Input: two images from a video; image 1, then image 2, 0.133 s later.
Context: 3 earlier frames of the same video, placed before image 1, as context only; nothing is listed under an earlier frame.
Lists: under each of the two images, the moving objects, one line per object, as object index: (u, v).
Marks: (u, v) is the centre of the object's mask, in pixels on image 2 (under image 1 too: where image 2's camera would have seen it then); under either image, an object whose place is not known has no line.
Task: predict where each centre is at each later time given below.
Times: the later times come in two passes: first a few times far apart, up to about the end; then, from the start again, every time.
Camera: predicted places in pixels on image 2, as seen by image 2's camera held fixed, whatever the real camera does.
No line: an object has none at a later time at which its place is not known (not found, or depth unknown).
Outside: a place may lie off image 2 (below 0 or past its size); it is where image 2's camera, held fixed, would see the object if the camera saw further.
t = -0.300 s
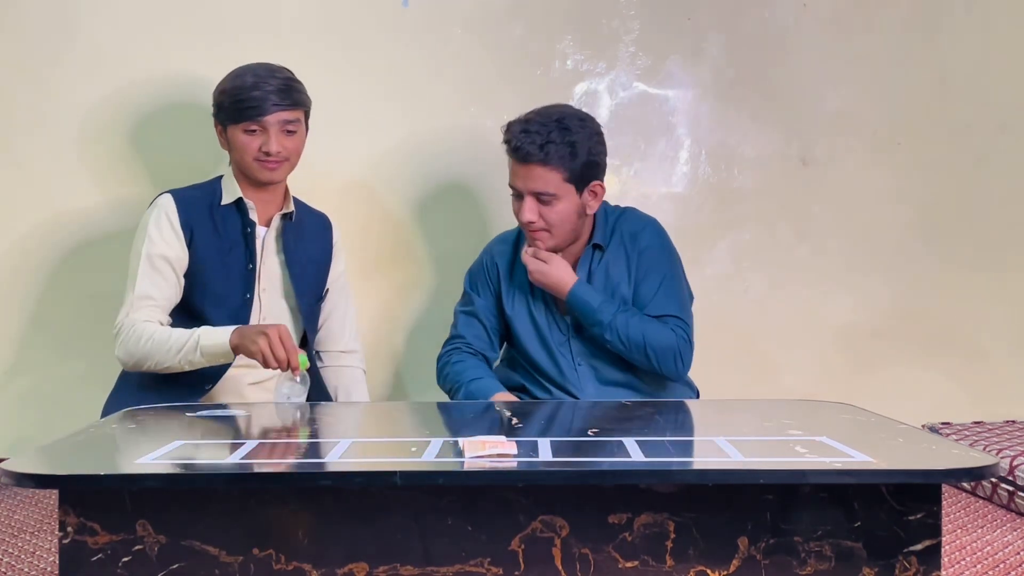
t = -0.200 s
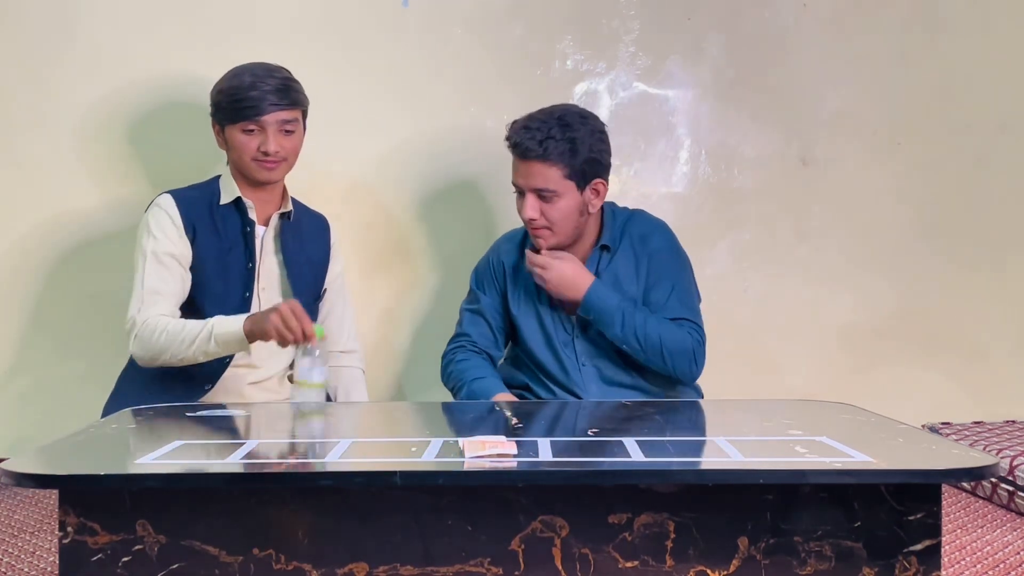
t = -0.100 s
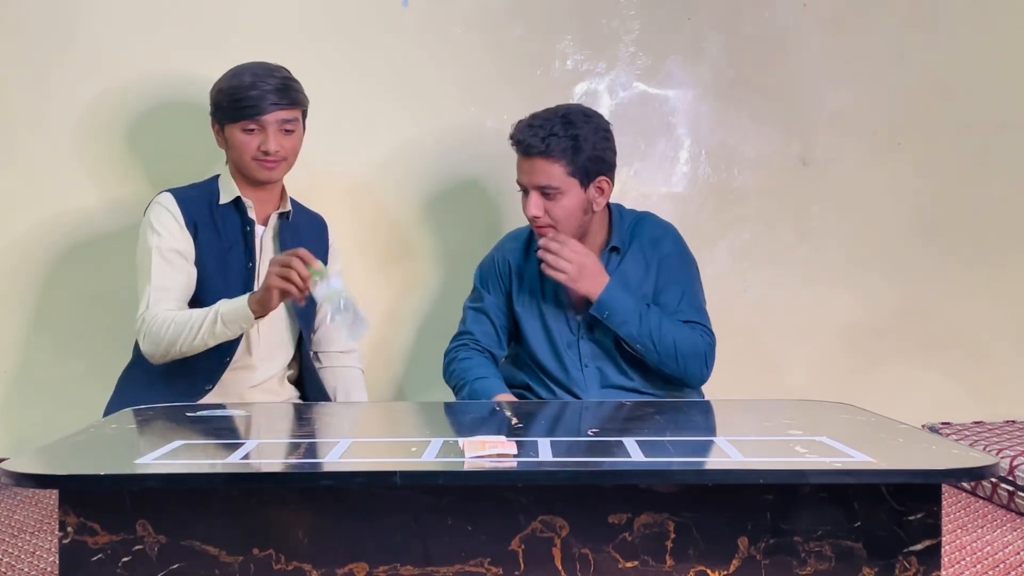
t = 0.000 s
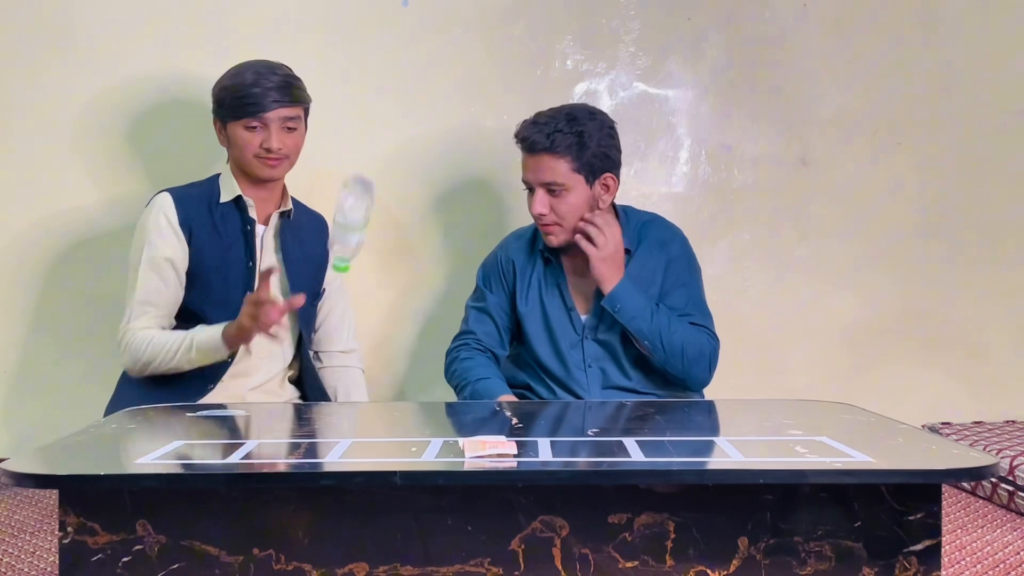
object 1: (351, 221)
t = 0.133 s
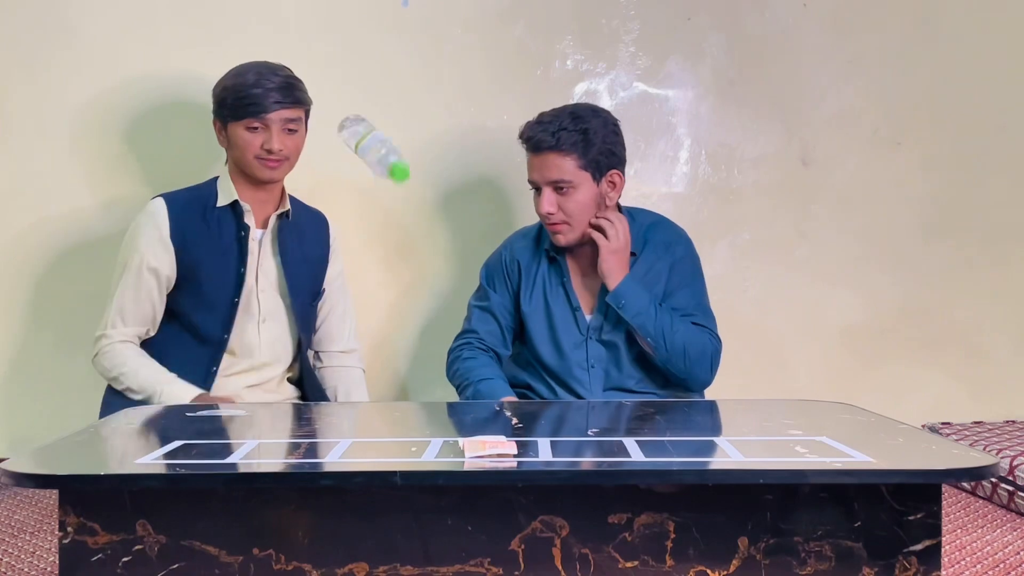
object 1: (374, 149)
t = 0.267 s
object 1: (386, 177)
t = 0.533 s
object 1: (404, 369)
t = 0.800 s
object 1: (401, 411)
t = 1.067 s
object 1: (394, 414)
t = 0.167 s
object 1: (377, 144)
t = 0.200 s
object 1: (381, 146)
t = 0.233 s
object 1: (383, 157)
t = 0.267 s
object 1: (386, 177)
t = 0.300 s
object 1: (389, 205)
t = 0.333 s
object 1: (392, 241)
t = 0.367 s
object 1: (394, 284)
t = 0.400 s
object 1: (398, 337)
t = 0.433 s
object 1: (400, 368)
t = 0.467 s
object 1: (403, 369)
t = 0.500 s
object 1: (404, 369)
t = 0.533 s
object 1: (404, 369)
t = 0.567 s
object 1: (405, 370)
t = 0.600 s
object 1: (405, 371)
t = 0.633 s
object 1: (406, 373)
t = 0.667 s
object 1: (406, 376)
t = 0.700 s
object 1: (406, 382)
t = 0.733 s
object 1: (407, 393)
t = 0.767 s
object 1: (407, 410)
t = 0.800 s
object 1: (401, 411)
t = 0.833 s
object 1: (397, 413)
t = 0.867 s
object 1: (395, 414)
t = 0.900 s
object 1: (395, 414)
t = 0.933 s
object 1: (395, 414)
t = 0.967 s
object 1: (394, 414)
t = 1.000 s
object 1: (394, 414)
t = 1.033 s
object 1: (394, 414)
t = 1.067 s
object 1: (394, 414)
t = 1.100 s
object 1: (394, 414)
